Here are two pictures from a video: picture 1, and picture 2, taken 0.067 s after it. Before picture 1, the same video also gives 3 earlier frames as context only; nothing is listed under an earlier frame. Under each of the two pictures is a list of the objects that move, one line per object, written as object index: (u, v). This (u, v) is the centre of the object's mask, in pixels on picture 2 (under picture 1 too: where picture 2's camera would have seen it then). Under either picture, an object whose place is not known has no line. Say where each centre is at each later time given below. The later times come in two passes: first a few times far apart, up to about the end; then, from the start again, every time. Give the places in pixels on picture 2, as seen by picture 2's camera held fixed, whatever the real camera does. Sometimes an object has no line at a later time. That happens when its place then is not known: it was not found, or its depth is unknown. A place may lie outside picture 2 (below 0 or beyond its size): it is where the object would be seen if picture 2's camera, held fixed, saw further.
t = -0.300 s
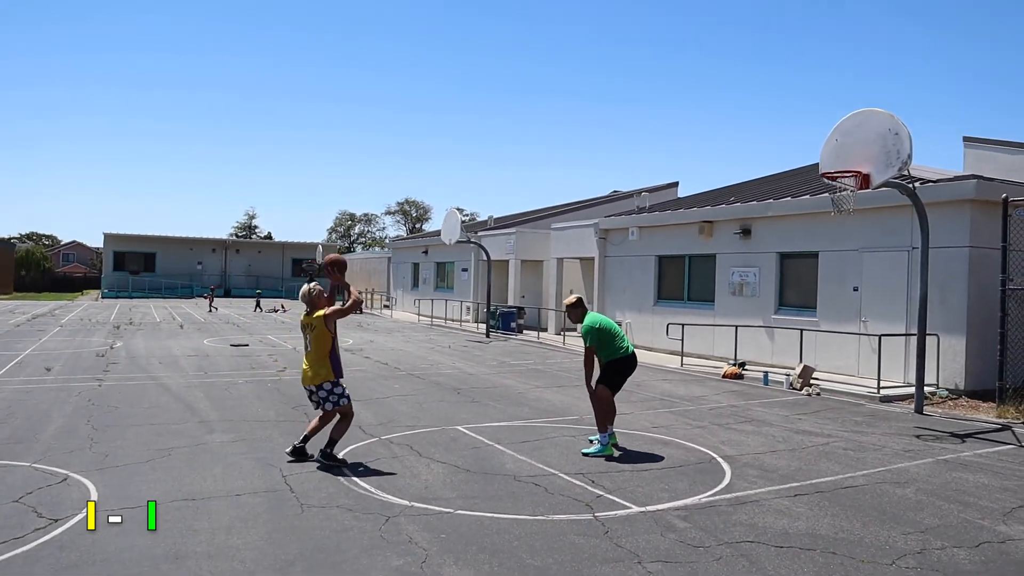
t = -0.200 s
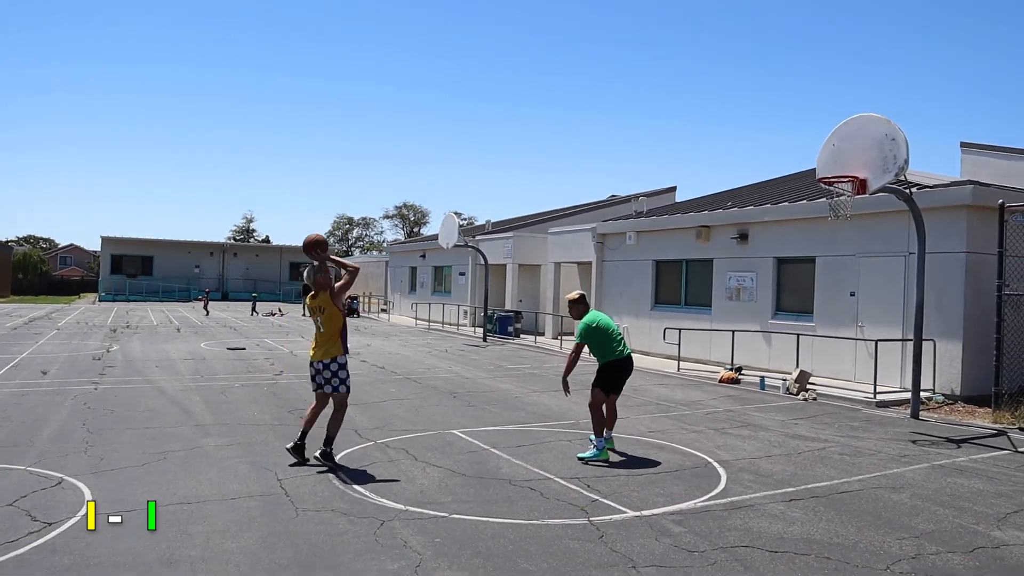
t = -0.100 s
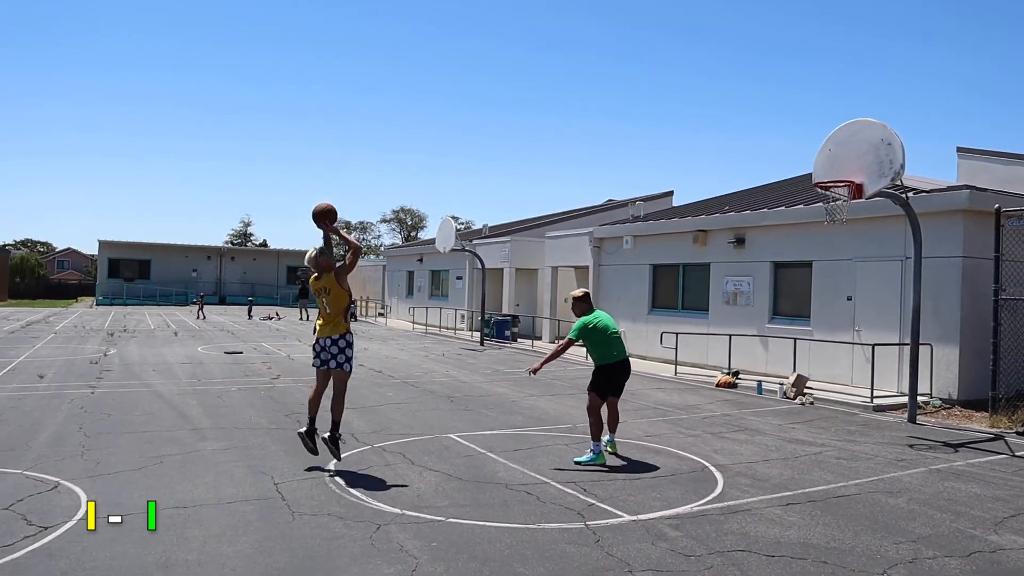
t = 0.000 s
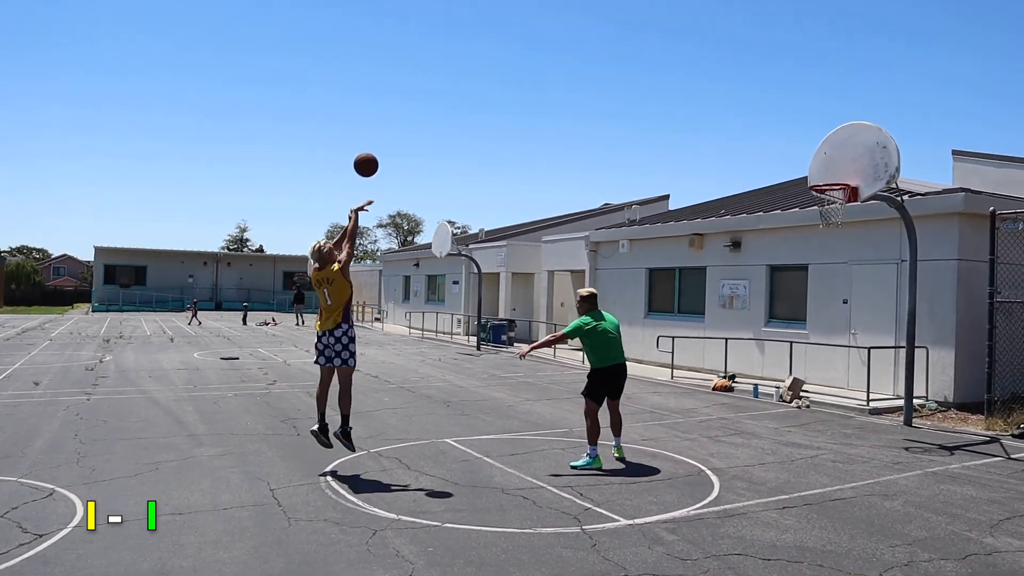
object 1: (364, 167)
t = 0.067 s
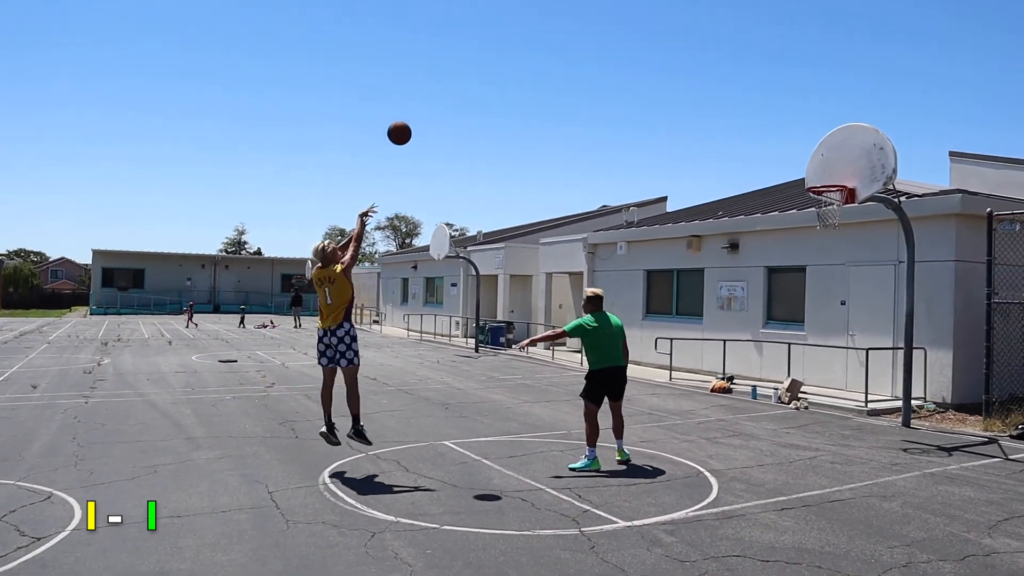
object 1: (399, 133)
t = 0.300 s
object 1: (512, 54)
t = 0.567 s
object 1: (623, 28)
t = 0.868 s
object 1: (733, 68)
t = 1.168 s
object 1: (832, 175)
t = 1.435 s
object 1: (732, 172)
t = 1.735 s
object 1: (608, 223)
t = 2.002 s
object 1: (505, 329)
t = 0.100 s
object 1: (416, 118)
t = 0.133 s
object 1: (433, 104)
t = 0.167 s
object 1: (450, 91)
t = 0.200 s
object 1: (466, 80)
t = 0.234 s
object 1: (481, 71)
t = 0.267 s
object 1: (497, 61)
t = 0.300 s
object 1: (512, 54)
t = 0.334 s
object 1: (527, 47)
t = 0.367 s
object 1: (542, 42)
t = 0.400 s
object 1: (556, 37)
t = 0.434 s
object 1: (570, 33)
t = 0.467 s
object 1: (583, 30)
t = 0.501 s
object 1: (597, 28)
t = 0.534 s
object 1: (610, 27)
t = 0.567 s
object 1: (623, 28)
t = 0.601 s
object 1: (636, 29)
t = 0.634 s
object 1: (648, 31)
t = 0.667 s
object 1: (661, 33)
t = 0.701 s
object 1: (673, 37)
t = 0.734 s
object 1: (685, 42)
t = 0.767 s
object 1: (697, 47)
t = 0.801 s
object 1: (710, 53)
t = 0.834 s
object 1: (721, 60)
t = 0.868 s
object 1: (733, 68)
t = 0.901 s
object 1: (744, 77)
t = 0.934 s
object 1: (756, 87)
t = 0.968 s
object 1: (767, 97)
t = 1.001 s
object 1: (778, 108)
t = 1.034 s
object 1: (789, 120)
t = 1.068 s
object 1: (800, 133)
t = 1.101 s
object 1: (810, 146)
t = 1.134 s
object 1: (821, 160)
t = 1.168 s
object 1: (832, 175)
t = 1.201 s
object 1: (833, 179)
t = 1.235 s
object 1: (816, 178)
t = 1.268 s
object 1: (802, 176)
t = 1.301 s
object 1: (787, 173)
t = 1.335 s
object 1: (773, 172)
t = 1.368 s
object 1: (759, 171)
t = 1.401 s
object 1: (746, 171)
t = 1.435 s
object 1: (732, 172)
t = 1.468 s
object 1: (718, 174)
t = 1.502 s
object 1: (704, 177)
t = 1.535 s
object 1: (690, 180)
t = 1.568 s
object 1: (676, 185)
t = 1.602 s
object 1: (663, 191)
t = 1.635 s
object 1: (649, 197)
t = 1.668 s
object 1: (635, 205)
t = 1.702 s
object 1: (621, 214)
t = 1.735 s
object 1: (608, 223)
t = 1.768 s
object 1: (595, 233)
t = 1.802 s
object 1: (581, 244)
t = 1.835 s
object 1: (568, 256)
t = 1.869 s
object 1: (555, 269)
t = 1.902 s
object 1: (542, 283)
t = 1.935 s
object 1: (529, 298)
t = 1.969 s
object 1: (517, 313)
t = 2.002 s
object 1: (505, 329)
